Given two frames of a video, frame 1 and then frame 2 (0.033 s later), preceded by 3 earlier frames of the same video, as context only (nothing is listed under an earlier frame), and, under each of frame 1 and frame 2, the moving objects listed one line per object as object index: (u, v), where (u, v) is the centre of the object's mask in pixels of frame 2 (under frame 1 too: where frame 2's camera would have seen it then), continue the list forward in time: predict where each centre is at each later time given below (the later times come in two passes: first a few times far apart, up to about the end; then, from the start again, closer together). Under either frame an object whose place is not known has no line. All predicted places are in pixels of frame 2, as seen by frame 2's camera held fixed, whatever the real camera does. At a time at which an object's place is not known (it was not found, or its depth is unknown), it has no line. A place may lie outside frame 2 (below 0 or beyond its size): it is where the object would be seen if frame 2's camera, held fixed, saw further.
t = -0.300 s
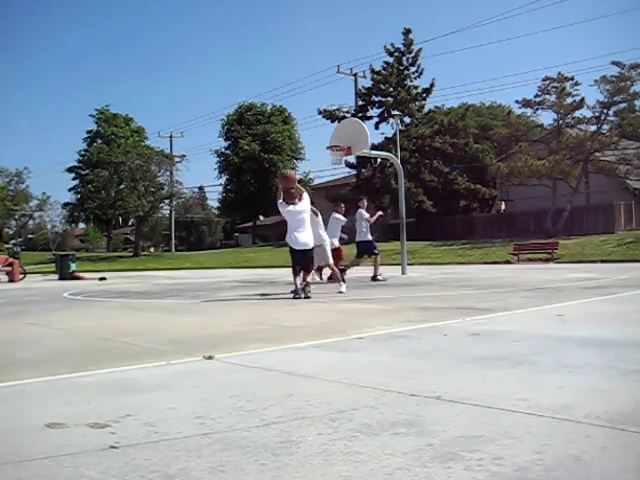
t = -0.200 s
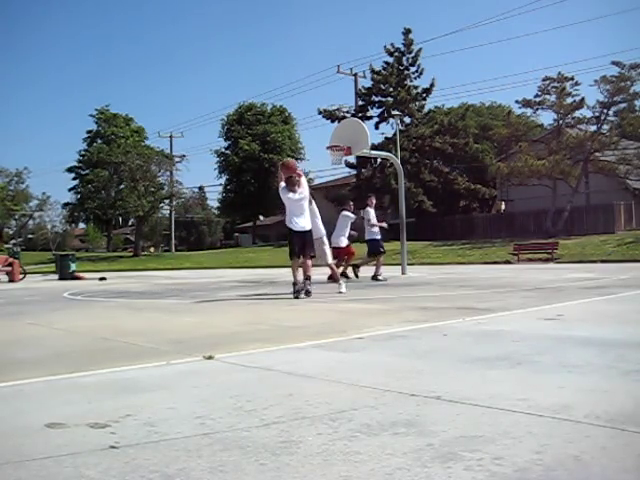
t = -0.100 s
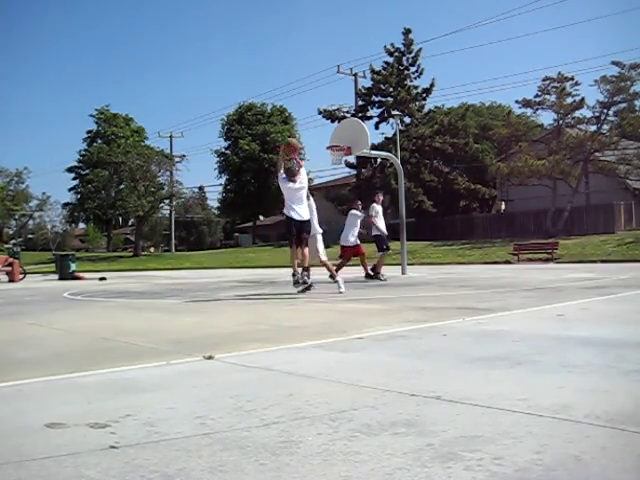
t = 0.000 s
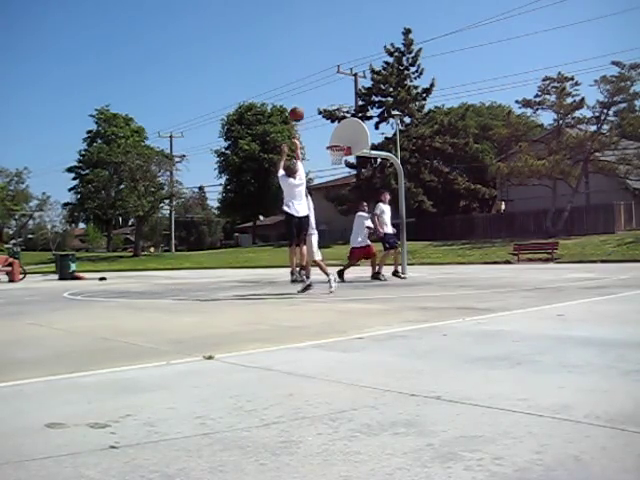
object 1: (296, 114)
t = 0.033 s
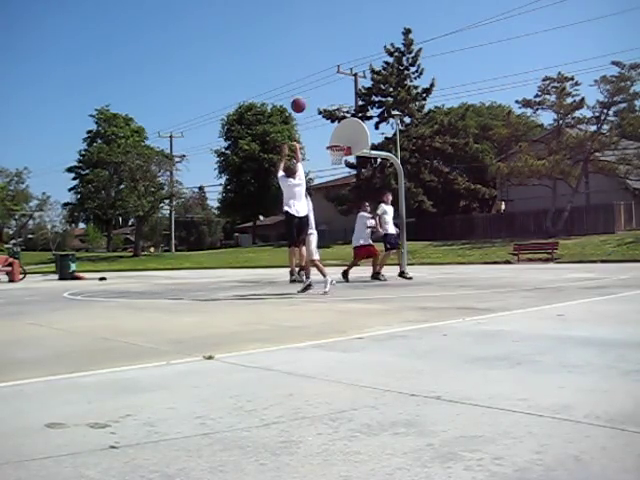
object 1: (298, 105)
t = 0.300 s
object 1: (310, 67)
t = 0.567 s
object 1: (321, 72)
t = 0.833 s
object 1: (331, 106)
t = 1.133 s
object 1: (328, 135)
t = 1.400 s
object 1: (300, 126)
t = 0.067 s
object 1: (299, 97)
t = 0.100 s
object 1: (301, 90)
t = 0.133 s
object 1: (303, 85)
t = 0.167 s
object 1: (304, 79)
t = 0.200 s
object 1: (306, 75)
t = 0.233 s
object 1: (307, 72)
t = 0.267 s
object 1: (309, 70)
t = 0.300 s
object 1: (310, 67)
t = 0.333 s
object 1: (312, 66)
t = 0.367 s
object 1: (313, 65)
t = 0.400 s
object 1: (314, 65)
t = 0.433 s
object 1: (316, 65)
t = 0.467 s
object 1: (317, 66)
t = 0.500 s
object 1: (318, 68)
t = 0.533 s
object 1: (319, 69)
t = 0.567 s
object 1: (321, 72)
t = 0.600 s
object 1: (322, 75)
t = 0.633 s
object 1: (323, 78)
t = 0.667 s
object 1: (325, 82)
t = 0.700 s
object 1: (326, 86)
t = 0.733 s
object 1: (327, 90)
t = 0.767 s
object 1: (329, 95)
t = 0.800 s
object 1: (330, 100)
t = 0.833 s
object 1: (331, 106)
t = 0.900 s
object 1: (332, 110)
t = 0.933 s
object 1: (335, 125)
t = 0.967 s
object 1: (336, 132)
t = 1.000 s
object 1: (337, 139)
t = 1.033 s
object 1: (339, 144)
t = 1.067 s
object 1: (335, 142)
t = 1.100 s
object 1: (331, 139)
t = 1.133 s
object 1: (328, 135)
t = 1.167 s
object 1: (325, 133)
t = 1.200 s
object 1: (321, 130)
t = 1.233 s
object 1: (318, 128)
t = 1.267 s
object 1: (314, 127)
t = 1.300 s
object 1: (311, 126)
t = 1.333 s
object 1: (308, 125)
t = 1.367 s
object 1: (304, 125)
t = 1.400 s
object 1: (300, 126)
